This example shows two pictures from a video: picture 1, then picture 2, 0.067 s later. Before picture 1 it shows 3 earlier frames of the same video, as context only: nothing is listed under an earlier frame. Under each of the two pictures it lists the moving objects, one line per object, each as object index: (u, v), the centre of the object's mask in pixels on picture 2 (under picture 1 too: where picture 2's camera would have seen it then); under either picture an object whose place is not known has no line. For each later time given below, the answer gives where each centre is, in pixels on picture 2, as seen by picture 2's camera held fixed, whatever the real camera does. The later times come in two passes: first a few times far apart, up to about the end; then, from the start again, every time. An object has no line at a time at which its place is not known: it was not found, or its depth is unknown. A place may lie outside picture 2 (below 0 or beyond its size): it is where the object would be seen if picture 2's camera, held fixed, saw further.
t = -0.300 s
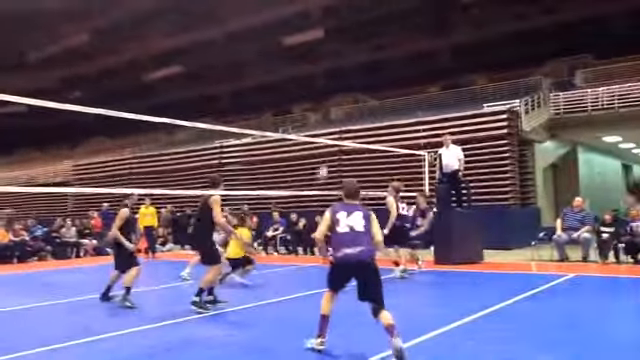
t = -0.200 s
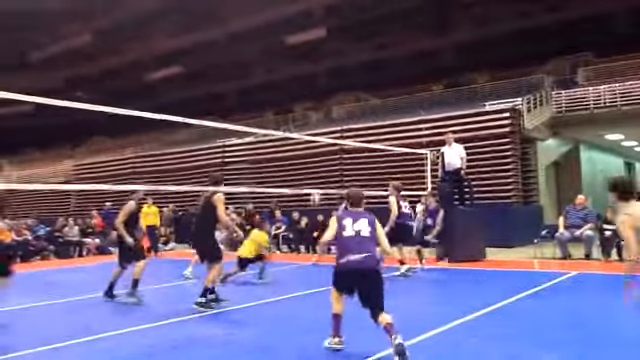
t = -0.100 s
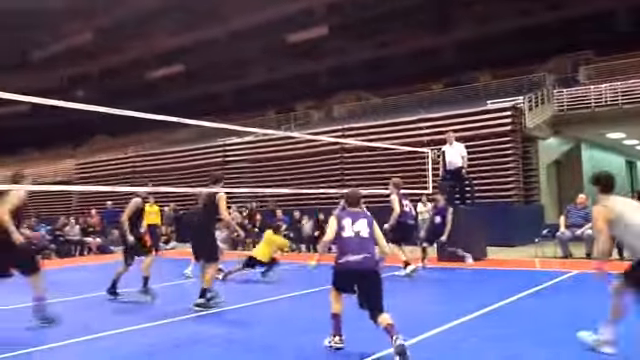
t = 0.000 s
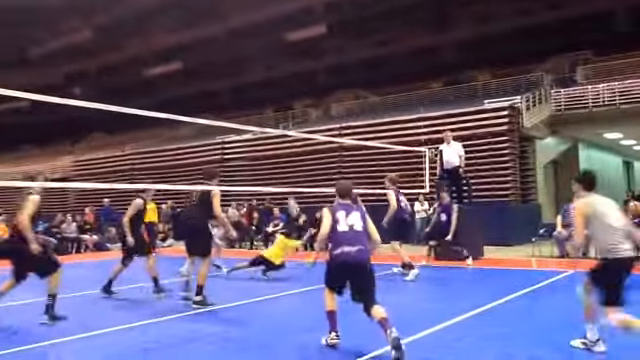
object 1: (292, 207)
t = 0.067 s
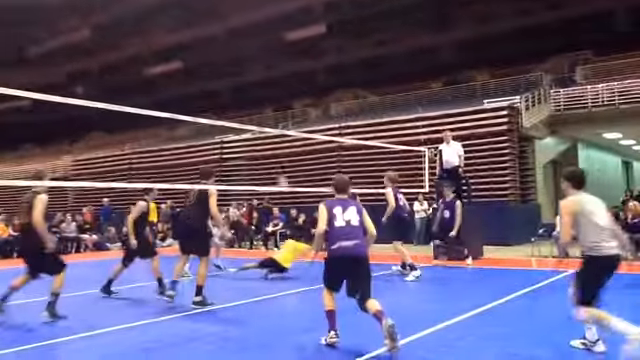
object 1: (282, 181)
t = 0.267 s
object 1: (253, 123)
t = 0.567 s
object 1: (213, 89)
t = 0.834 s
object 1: (177, 92)
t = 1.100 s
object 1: (144, 130)
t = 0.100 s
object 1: (278, 172)
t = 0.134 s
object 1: (274, 162)
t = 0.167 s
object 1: (268, 153)
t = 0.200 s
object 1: (263, 144)
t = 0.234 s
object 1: (260, 137)
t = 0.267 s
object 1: (253, 123)
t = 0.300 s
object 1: (250, 120)
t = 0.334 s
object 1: (245, 115)
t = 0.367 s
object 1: (240, 110)
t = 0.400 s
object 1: (236, 106)
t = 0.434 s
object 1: (231, 101)
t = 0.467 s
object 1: (227, 97)
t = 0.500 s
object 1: (222, 94)
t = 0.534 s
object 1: (218, 91)
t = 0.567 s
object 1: (213, 89)
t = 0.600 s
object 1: (208, 88)
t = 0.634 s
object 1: (204, 87)
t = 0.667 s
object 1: (200, 86)
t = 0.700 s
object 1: (195, 86)
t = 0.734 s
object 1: (190, 87)
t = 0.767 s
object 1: (185, 88)
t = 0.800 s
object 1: (181, 90)
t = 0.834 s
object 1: (177, 92)
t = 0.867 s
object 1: (173, 95)
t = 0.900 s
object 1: (169, 98)
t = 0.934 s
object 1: (164, 102)
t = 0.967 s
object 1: (160, 105)
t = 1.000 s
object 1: (156, 108)
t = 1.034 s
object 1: (151, 120)
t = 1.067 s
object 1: (148, 123)
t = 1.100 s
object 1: (144, 130)
